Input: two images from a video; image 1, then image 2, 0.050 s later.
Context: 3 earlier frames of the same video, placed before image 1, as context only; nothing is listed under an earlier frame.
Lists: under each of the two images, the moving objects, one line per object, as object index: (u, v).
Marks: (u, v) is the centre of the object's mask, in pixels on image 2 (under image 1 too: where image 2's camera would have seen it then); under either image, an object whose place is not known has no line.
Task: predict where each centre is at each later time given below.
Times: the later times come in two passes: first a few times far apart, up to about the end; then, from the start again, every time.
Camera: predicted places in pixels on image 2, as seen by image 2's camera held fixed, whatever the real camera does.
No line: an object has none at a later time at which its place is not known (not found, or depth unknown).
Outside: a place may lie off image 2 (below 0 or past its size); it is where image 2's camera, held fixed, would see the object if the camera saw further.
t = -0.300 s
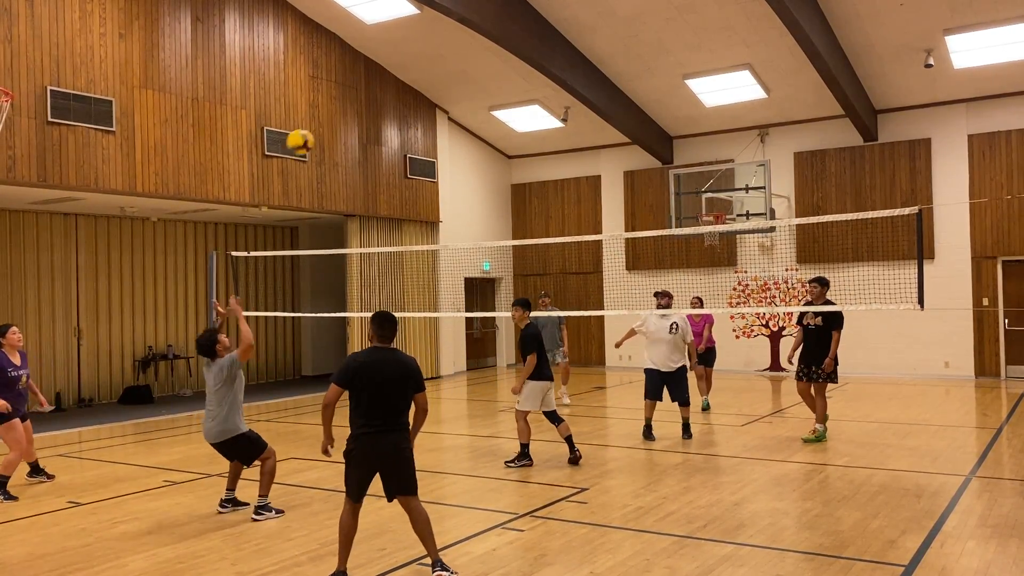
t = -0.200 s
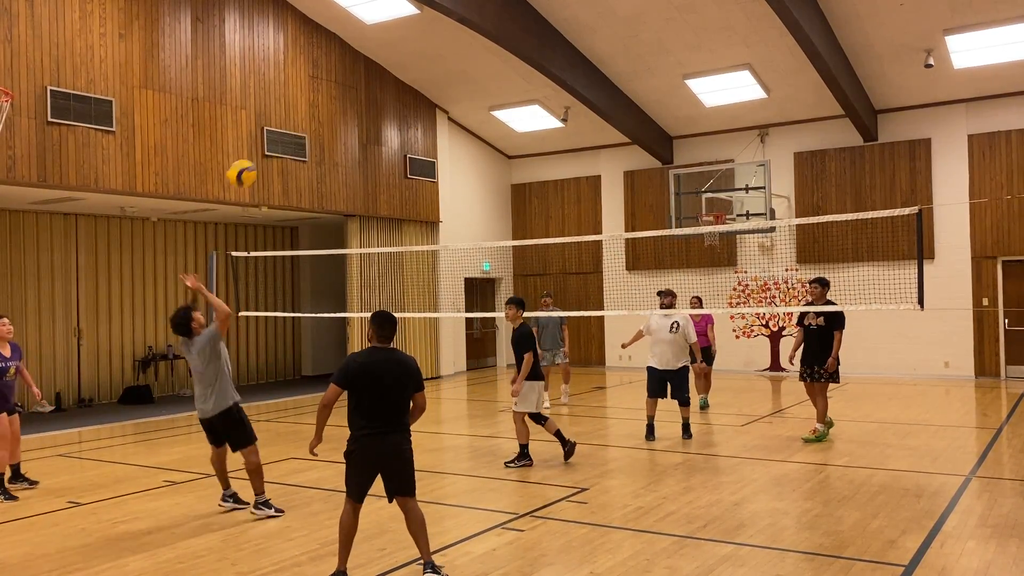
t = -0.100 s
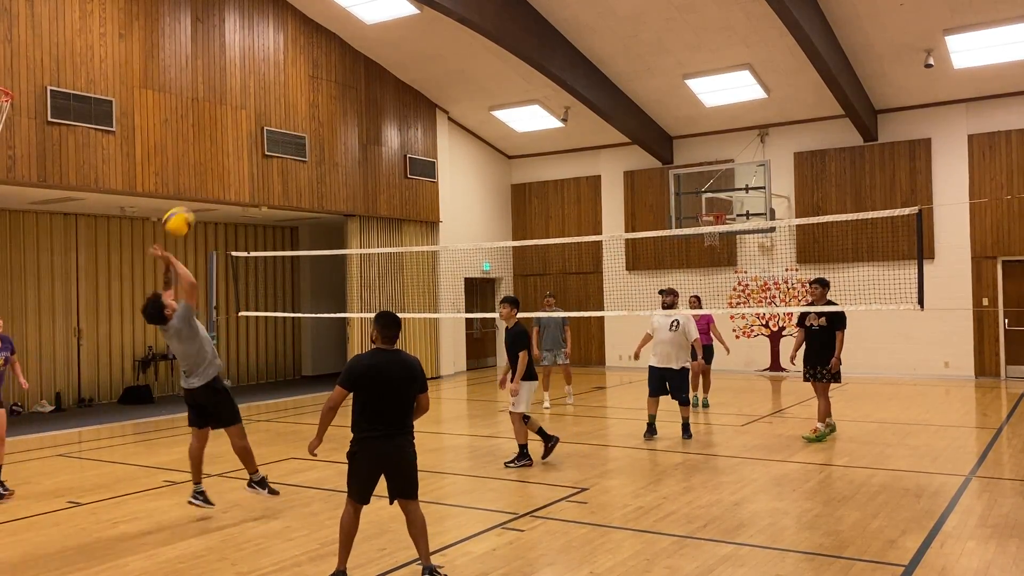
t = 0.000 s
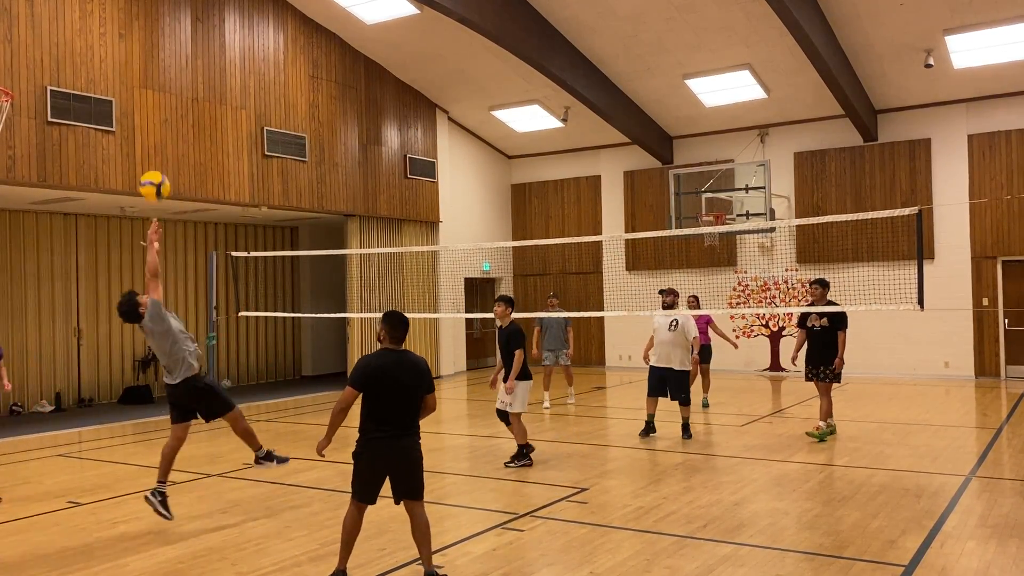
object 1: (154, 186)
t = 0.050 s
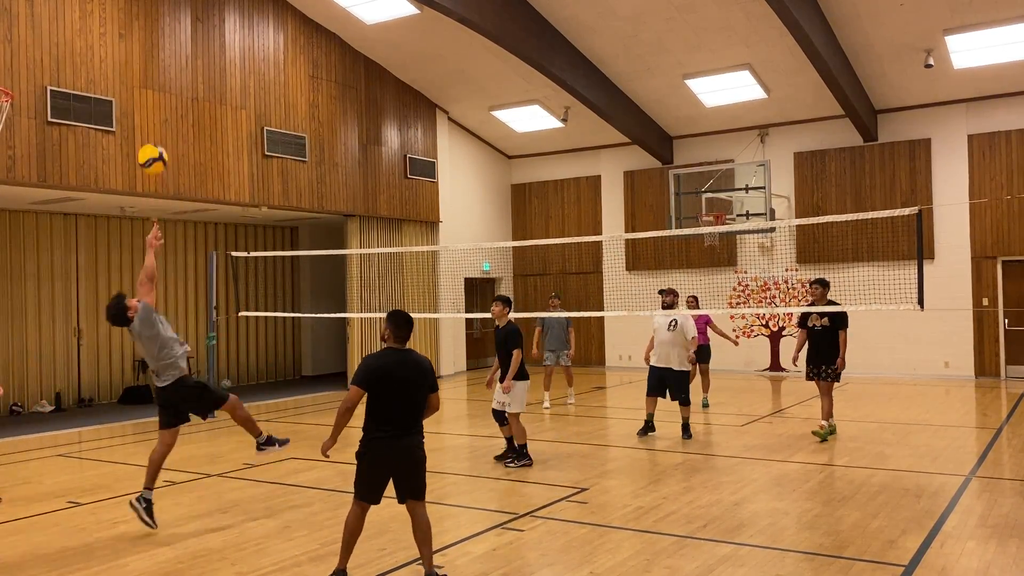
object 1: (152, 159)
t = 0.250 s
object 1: (147, 78)
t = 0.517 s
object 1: (140, 50)
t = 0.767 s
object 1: (136, 114)
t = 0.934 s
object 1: (136, 207)
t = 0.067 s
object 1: (152, 150)
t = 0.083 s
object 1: (151, 142)
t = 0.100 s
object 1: (151, 133)
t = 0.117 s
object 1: (150, 126)
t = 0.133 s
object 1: (150, 119)
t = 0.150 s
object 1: (149, 112)
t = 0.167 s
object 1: (149, 105)
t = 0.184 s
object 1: (149, 99)
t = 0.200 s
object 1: (148, 93)
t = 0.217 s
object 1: (147, 88)
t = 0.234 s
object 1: (147, 83)
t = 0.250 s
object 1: (147, 78)
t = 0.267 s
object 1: (146, 73)
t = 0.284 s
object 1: (146, 70)
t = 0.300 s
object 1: (145, 66)
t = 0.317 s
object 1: (145, 63)
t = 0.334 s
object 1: (144, 59)
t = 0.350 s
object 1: (144, 57)
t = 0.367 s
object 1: (144, 55)
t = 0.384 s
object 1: (143, 53)
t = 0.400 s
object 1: (143, 51)
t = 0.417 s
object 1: (142, 50)
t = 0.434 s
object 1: (142, 49)
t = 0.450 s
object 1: (142, 49)
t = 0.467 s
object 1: (141, 48)
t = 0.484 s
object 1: (141, 49)
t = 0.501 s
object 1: (141, 49)
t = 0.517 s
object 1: (140, 50)
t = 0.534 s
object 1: (140, 52)
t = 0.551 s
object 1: (140, 52)
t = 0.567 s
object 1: (139, 56)
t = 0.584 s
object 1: (139, 57)
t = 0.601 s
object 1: (139, 61)
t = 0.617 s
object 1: (138, 65)
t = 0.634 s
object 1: (138, 69)
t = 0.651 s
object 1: (138, 72)
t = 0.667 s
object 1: (137, 78)
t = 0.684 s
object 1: (137, 82)
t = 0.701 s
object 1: (137, 88)
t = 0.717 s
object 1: (137, 94)
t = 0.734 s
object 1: (137, 100)
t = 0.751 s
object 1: (137, 107)
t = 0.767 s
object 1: (136, 114)
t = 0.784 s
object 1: (136, 121)
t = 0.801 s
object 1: (136, 129)
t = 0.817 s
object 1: (136, 137)
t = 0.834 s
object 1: (136, 146)
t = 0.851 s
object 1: (136, 155)
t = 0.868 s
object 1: (136, 164)
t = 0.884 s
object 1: (136, 174)
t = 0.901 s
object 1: (136, 185)
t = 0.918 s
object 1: (136, 196)
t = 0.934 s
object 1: (136, 207)
